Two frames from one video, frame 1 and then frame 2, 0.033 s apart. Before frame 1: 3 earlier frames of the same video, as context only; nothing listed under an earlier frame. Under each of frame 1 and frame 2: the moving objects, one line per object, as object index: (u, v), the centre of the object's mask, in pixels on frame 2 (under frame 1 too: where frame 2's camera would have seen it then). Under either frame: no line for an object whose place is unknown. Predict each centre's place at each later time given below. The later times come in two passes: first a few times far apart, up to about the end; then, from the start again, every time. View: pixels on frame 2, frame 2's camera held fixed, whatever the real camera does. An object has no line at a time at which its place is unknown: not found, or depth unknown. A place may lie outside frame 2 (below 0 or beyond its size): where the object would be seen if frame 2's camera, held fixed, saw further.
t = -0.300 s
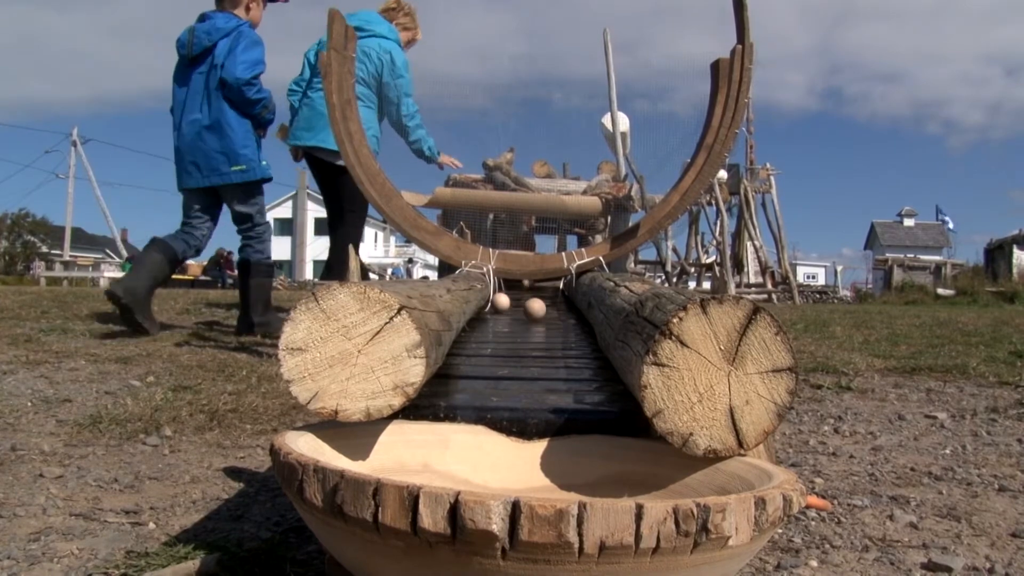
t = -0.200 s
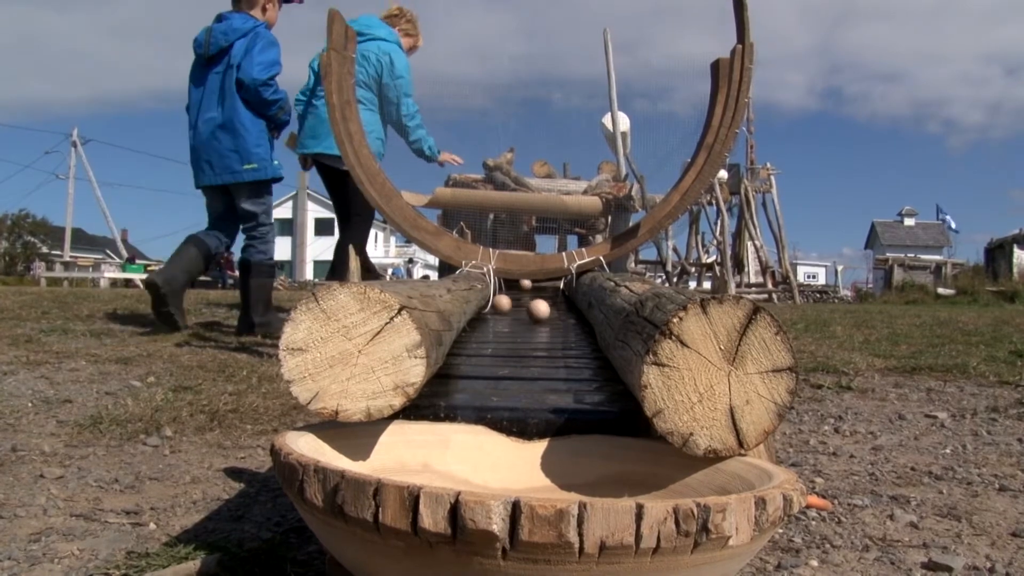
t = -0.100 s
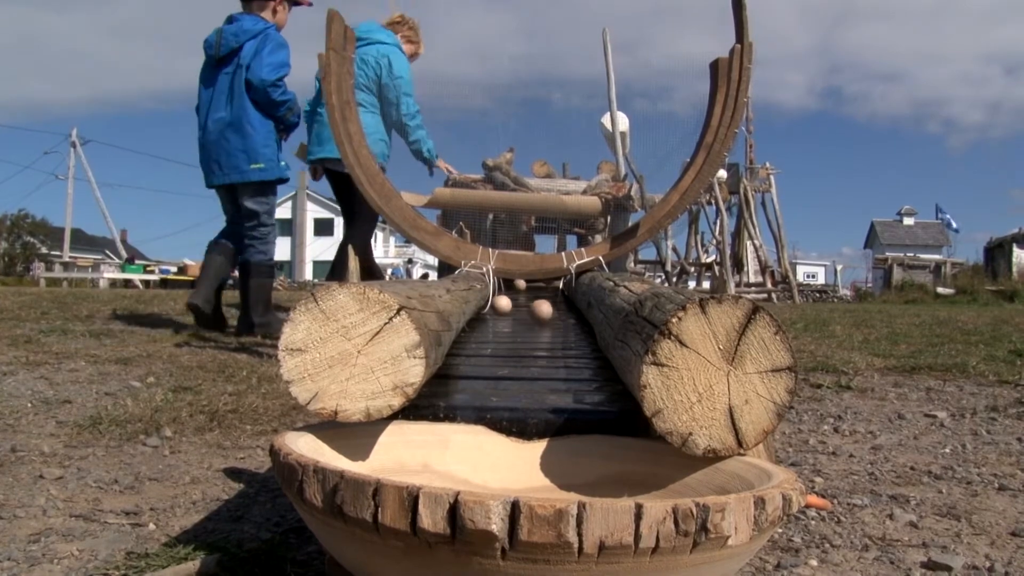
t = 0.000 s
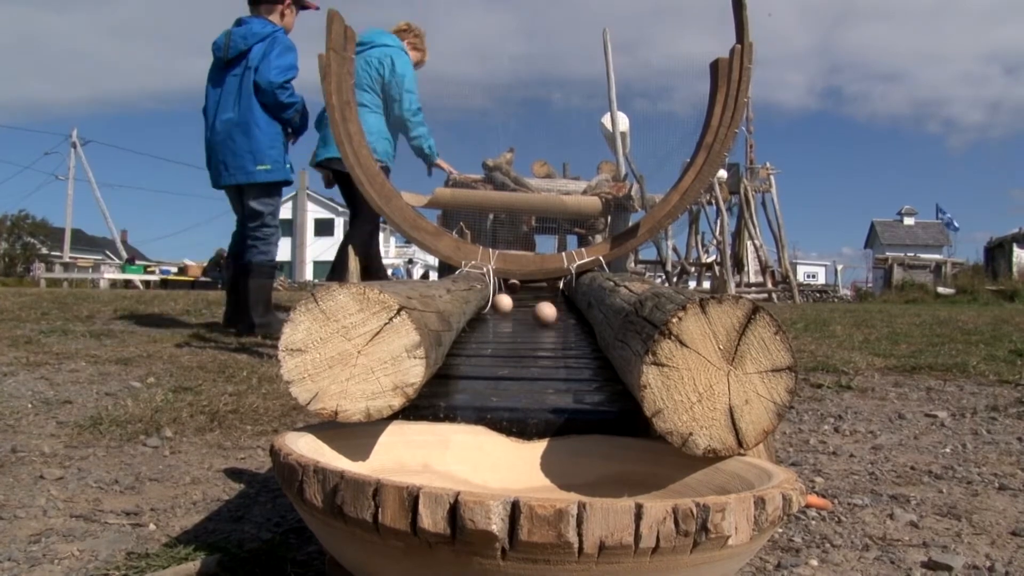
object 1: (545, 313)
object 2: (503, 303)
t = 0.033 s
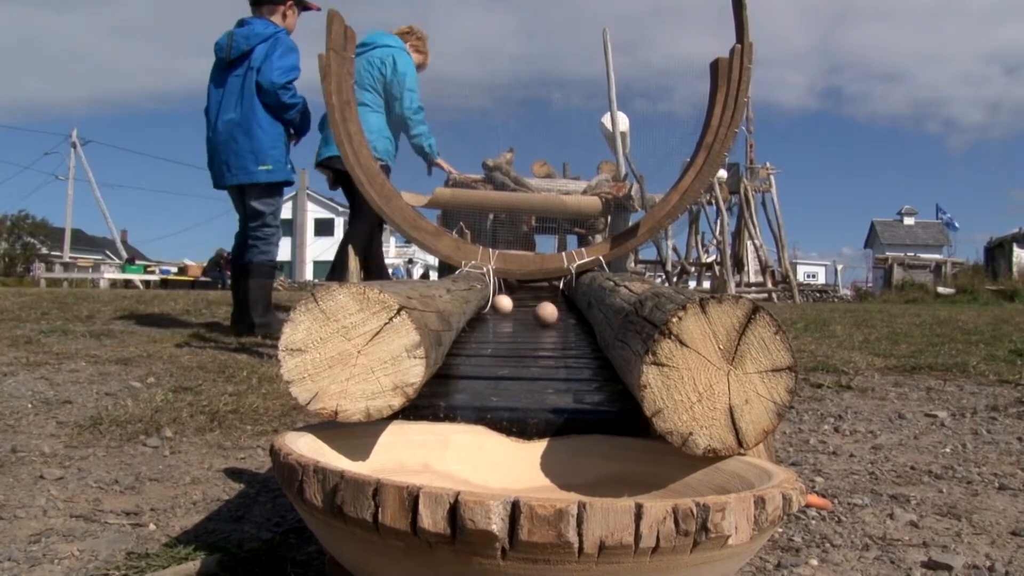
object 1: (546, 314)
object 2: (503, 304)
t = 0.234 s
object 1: (552, 317)
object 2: (500, 306)
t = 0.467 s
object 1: (560, 320)
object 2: (494, 307)
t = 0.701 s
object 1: (568, 325)
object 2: (489, 311)
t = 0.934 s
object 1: (577, 331)
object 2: (486, 315)
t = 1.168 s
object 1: (574, 336)
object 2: (492, 321)
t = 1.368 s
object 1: (572, 343)
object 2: (496, 324)
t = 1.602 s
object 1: (568, 353)
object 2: (503, 330)
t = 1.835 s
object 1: (564, 368)
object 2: (511, 335)
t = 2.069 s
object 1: (559, 377)
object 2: (517, 343)
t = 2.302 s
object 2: (526, 353)
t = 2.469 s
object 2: (535, 365)
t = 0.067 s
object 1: (547, 313)
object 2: (502, 305)
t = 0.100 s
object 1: (548, 313)
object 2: (501, 306)
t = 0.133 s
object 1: (549, 314)
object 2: (501, 306)
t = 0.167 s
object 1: (550, 315)
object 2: (501, 306)
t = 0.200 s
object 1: (550, 316)
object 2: (501, 307)
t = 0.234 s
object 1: (552, 317)
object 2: (500, 306)
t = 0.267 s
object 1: (553, 317)
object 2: (499, 308)
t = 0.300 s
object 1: (554, 316)
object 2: (498, 308)
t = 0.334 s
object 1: (556, 316)
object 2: (497, 309)
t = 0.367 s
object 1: (558, 317)
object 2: (497, 309)
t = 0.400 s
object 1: (559, 318)
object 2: (496, 309)
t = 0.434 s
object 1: (559, 319)
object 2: (495, 311)
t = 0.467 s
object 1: (560, 320)
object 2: (494, 307)
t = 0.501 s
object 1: (561, 322)
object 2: (493, 310)
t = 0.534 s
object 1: (563, 319)
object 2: (492, 311)
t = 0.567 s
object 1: (564, 321)
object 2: (491, 312)
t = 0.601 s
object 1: (565, 322)
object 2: (490, 312)
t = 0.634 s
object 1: (565, 323)
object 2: (490, 313)
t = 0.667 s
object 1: (566, 323)
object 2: (489, 314)
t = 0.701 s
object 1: (568, 325)
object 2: (489, 311)
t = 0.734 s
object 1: (569, 326)
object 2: (488, 313)
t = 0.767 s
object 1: (570, 326)
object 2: (487, 314)
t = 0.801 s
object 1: (572, 326)
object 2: (487, 314)
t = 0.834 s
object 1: (573, 328)
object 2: (486, 315)
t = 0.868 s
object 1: (574, 329)
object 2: (485, 315)
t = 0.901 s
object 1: (576, 330)
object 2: (483, 318)
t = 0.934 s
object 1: (577, 331)
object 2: (486, 315)
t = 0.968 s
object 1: (577, 331)
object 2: (488, 315)
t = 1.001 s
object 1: (577, 334)
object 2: (489, 318)
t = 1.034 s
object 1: (576, 332)
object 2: (489, 319)
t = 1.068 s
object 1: (575, 334)
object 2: (490, 319)
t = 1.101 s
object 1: (575, 335)
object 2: (490, 320)
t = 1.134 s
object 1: (574, 336)
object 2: (491, 320)
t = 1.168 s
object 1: (574, 336)
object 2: (492, 321)
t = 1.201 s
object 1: (574, 337)
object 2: (493, 320)
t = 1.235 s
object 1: (573, 338)
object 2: (494, 321)
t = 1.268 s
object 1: (573, 338)
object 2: (495, 321)
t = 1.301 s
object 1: (573, 340)
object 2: (495, 323)
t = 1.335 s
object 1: (572, 342)
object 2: (495, 324)
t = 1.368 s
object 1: (572, 343)
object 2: (496, 324)
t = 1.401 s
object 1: (571, 345)
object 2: (497, 325)
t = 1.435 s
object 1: (571, 347)
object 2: (498, 327)
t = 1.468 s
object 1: (570, 344)
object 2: (500, 324)
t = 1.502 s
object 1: (570, 346)
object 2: (501, 327)
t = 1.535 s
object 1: (569, 348)
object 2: (502, 328)
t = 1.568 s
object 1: (569, 352)
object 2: (503, 329)
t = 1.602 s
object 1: (568, 353)
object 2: (503, 330)
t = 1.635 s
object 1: (568, 355)
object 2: (504, 330)
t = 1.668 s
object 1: (567, 358)
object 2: (505, 332)
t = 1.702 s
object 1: (567, 357)
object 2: (506, 330)
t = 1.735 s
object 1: (566, 361)
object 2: (507, 332)
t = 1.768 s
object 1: (565, 364)
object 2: (509, 333)
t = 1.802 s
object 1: (565, 367)
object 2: (510, 334)
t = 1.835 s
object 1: (564, 368)
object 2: (511, 335)
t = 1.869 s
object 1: (563, 368)
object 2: (511, 336)
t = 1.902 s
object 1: (563, 364)
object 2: (512, 337)
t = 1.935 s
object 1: (562, 368)
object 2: (513, 336)
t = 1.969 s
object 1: (561, 372)
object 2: (514, 339)
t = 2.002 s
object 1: (560, 374)
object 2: (515, 341)
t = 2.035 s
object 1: (559, 375)
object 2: (515, 342)
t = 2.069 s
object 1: (559, 377)
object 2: (517, 343)
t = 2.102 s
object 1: (559, 379)
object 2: (518, 344)
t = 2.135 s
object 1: (560, 386)
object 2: (519, 347)
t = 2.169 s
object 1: (559, 405)
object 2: (520, 343)
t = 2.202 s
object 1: (559, 424)
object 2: (523, 346)
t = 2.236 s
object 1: (556, 456)
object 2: (524, 349)
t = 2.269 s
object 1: (554, 485)
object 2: (525, 351)
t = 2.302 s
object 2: (526, 353)
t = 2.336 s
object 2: (528, 355)
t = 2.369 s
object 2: (530, 357)
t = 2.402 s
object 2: (532, 356)
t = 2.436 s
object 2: (534, 361)
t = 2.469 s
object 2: (535, 365)
